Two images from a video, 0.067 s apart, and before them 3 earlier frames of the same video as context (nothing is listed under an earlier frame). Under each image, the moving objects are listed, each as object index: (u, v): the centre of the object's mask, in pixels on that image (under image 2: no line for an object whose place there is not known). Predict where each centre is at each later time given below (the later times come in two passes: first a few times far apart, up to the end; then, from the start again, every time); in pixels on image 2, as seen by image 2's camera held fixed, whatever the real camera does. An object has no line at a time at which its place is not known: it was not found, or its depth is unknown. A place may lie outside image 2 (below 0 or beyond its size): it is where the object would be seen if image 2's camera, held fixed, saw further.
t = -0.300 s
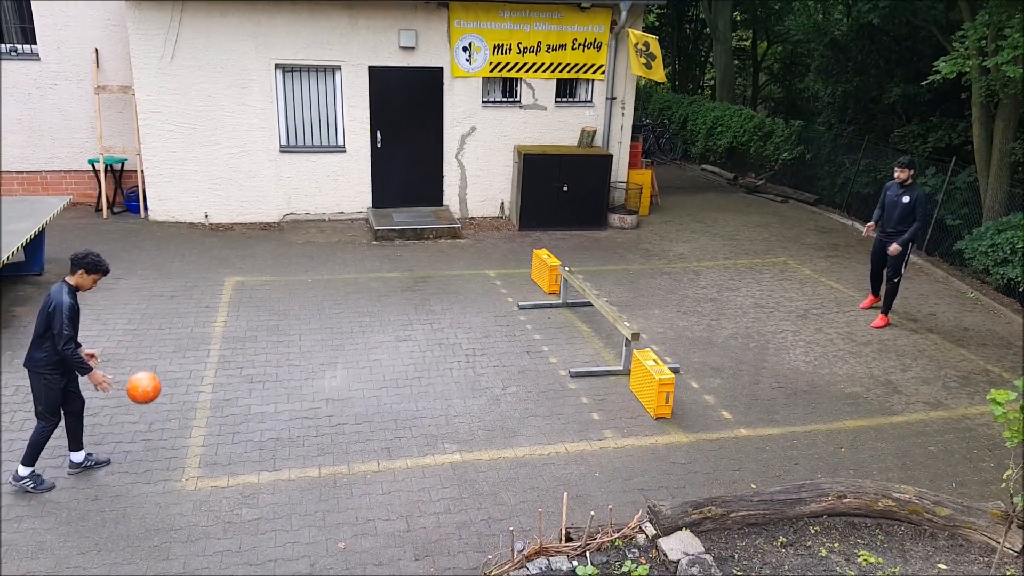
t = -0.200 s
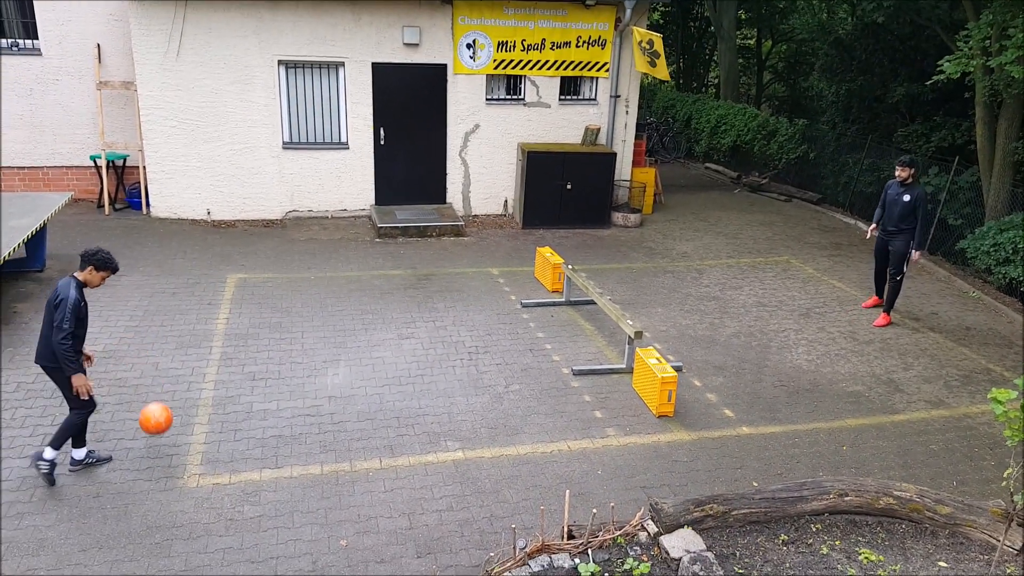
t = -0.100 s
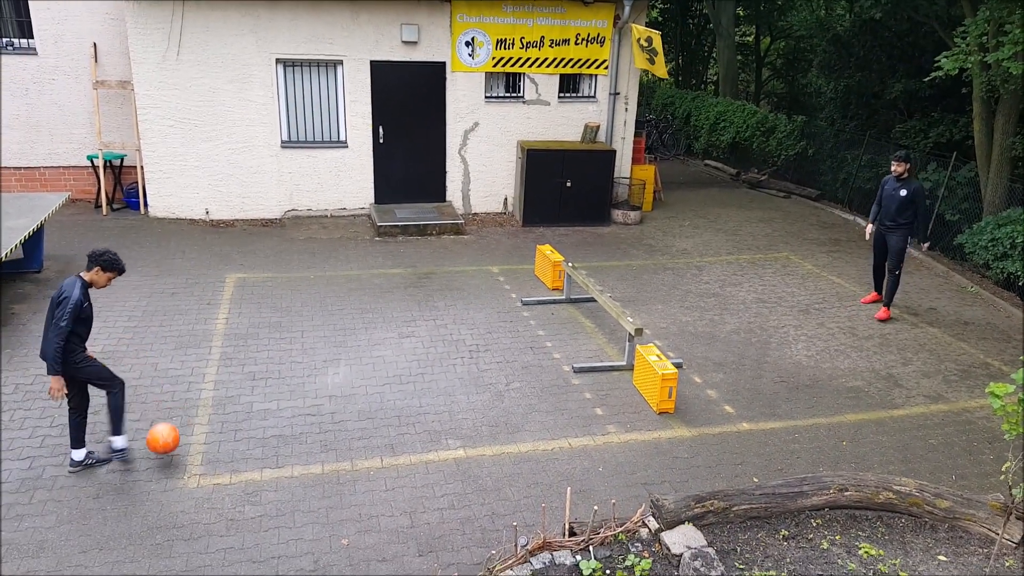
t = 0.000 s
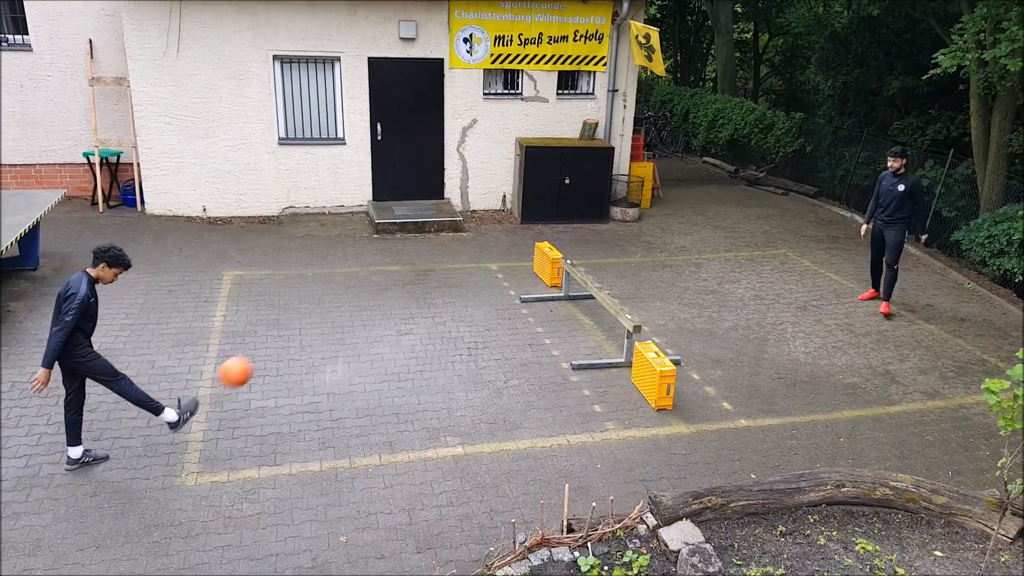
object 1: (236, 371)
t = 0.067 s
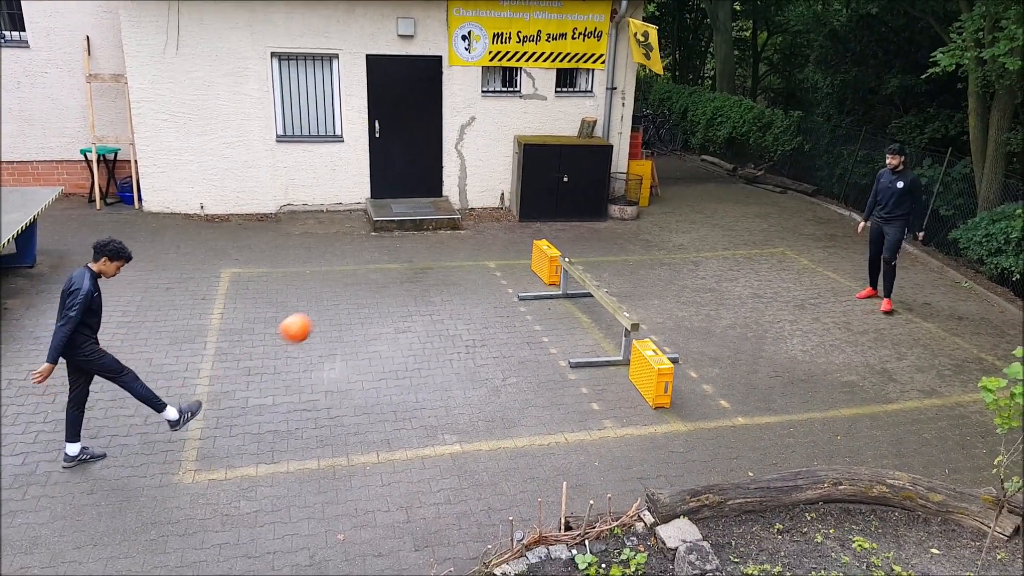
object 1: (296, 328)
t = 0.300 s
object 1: (482, 240)
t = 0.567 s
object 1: (636, 222)
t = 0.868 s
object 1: (759, 269)
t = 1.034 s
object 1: (799, 253)
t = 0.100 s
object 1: (325, 310)
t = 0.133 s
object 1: (354, 295)
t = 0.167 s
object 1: (382, 281)
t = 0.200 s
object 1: (409, 269)
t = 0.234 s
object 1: (434, 258)
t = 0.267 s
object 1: (459, 248)
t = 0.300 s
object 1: (482, 240)
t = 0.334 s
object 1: (504, 234)
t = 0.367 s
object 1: (525, 229)
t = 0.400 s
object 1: (546, 225)
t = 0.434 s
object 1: (566, 222)
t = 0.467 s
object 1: (584, 221)
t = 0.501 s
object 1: (602, 221)
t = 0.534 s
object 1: (619, 221)
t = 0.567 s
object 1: (636, 222)
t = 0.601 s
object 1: (652, 224)
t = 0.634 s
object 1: (668, 227)
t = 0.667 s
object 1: (683, 231)
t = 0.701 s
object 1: (697, 236)
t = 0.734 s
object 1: (710, 241)
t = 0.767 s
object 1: (723, 247)
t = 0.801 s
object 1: (736, 254)
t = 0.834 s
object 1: (748, 261)
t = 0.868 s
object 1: (759, 269)
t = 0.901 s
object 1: (769, 277)
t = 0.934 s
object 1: (778, 283)
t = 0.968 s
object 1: (785, 271)
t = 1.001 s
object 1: (792, 262)
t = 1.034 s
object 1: (799, 253)
